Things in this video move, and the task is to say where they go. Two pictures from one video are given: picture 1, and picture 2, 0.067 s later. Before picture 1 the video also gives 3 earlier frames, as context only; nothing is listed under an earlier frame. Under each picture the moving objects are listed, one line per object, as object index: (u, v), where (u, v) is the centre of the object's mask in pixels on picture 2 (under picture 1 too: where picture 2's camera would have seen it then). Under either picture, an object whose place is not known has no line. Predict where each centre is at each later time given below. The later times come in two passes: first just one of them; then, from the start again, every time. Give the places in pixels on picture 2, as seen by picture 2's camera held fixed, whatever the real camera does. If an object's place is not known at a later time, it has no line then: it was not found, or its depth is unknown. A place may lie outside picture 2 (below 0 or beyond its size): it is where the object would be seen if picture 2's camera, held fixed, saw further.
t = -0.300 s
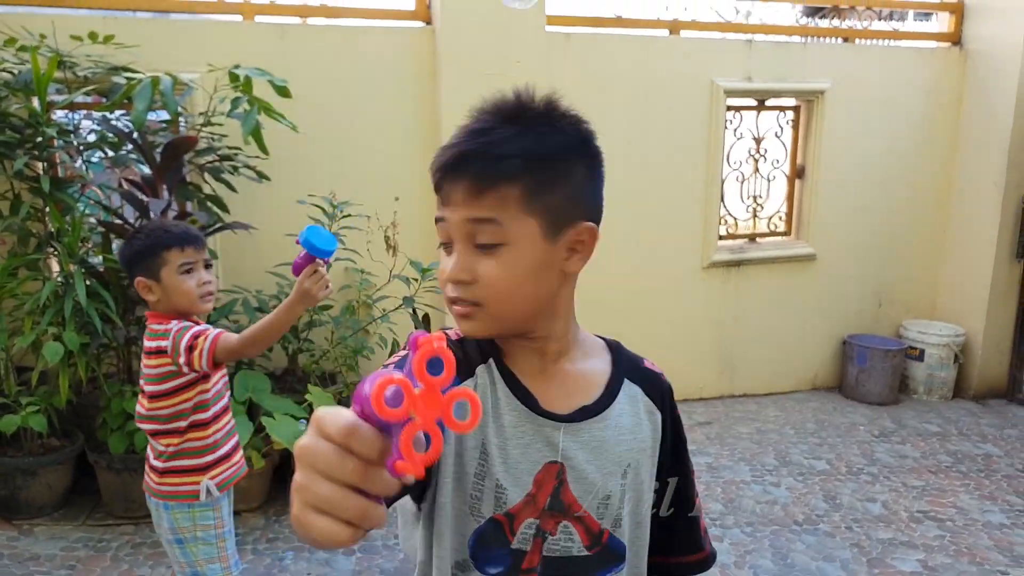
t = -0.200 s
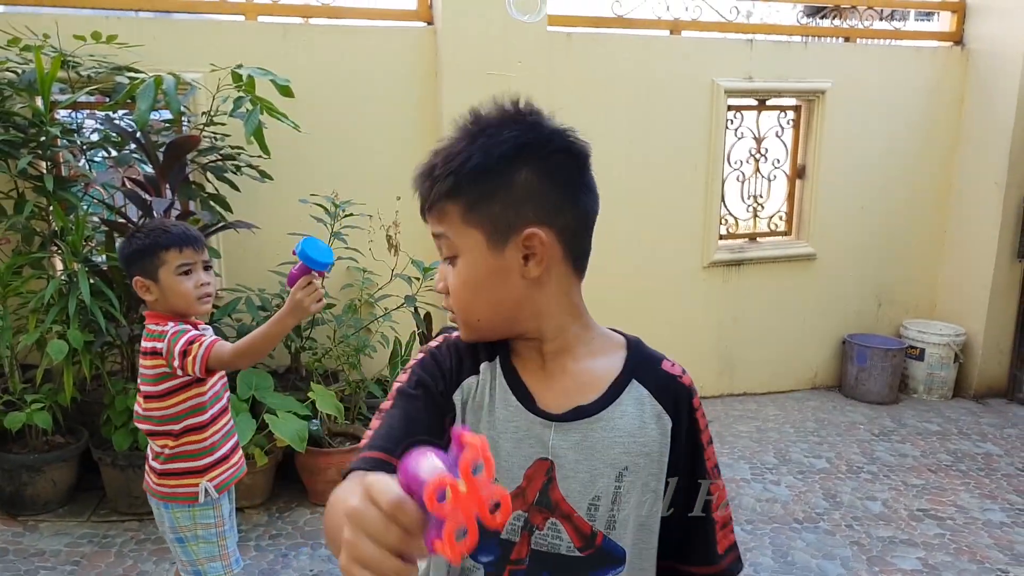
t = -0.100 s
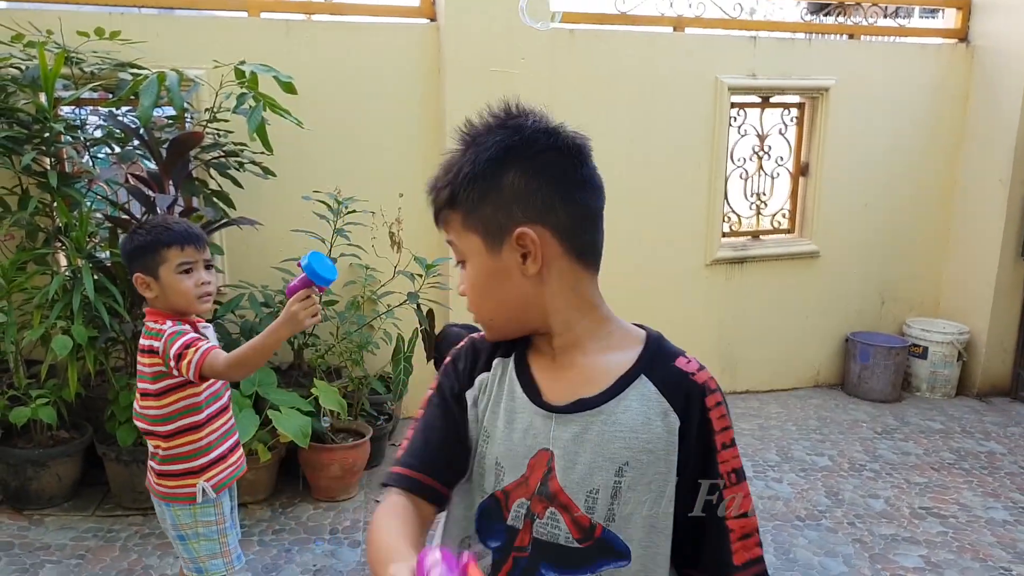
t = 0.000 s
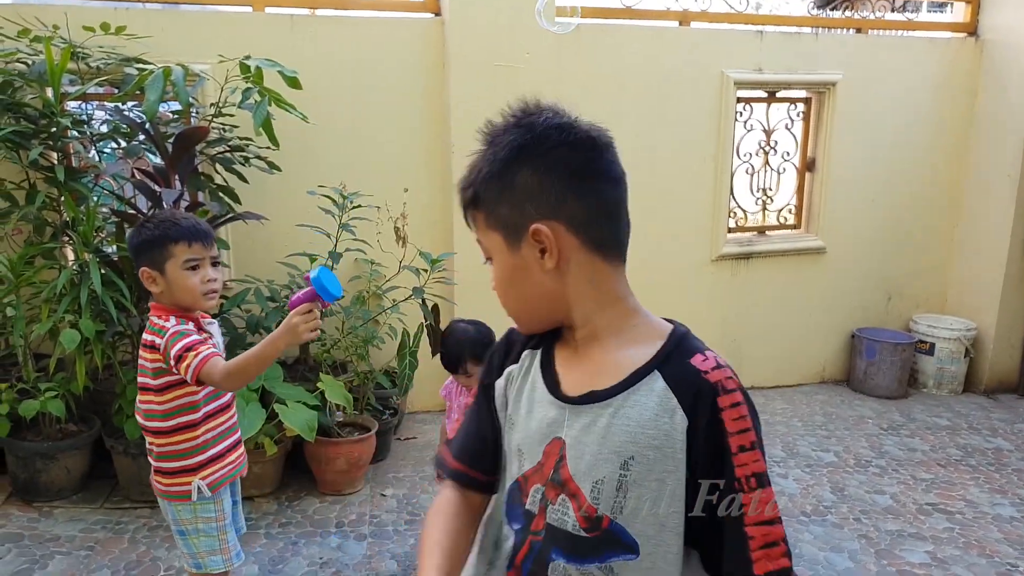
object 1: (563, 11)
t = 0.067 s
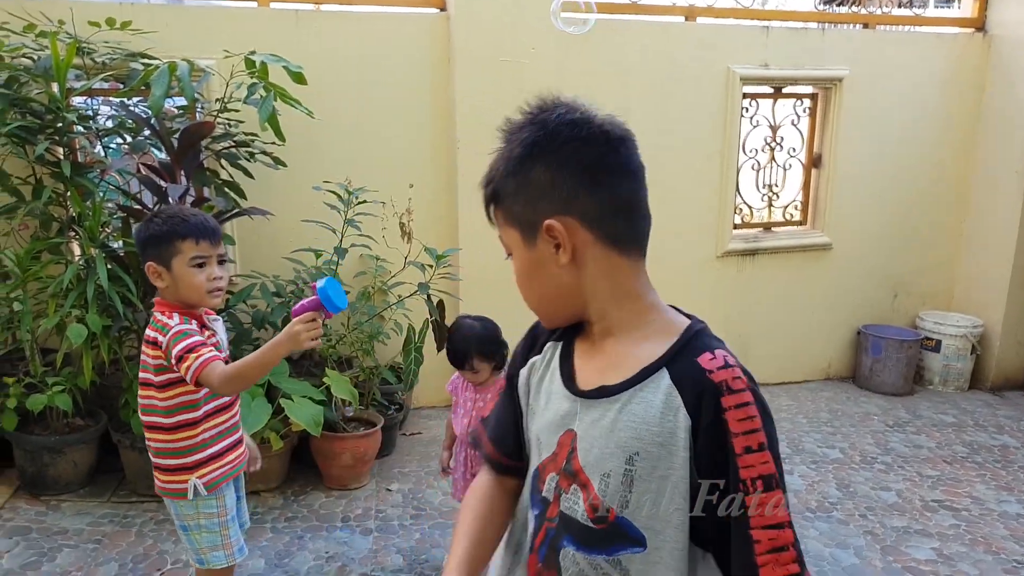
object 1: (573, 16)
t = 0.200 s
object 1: (596, 34)
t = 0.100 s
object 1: (579, 18)
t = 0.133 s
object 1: (585, 21)
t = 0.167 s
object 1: (591, 24)
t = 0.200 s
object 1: (596, 34)
